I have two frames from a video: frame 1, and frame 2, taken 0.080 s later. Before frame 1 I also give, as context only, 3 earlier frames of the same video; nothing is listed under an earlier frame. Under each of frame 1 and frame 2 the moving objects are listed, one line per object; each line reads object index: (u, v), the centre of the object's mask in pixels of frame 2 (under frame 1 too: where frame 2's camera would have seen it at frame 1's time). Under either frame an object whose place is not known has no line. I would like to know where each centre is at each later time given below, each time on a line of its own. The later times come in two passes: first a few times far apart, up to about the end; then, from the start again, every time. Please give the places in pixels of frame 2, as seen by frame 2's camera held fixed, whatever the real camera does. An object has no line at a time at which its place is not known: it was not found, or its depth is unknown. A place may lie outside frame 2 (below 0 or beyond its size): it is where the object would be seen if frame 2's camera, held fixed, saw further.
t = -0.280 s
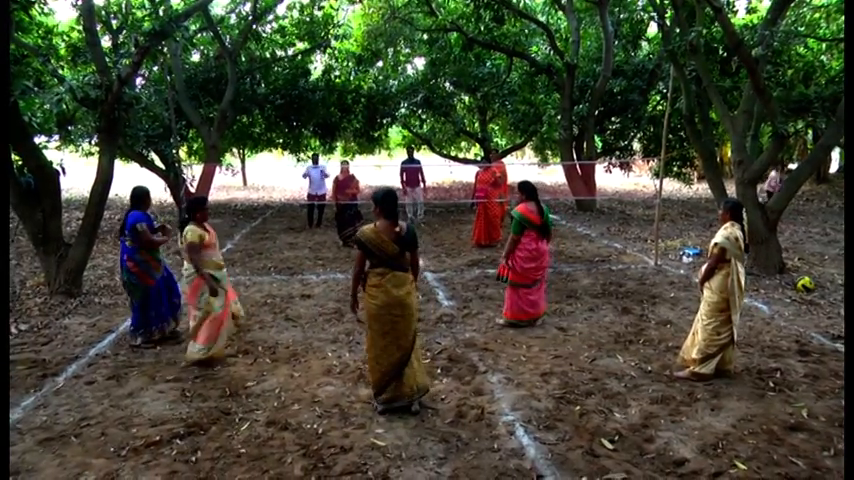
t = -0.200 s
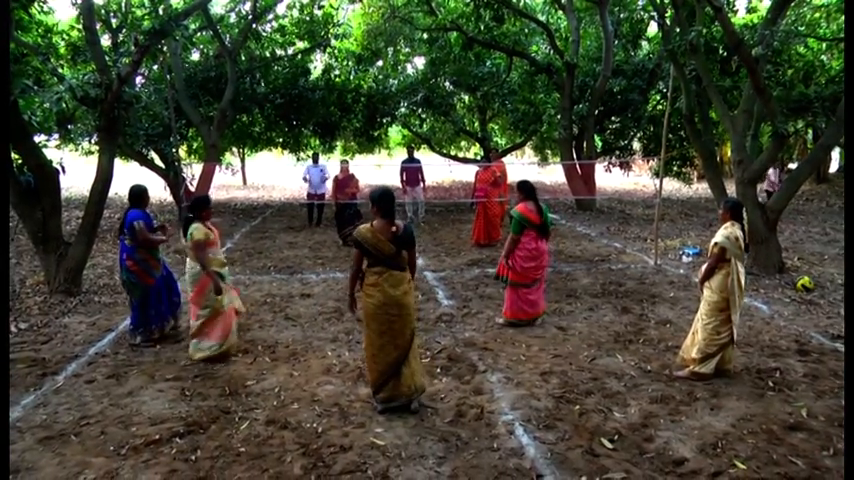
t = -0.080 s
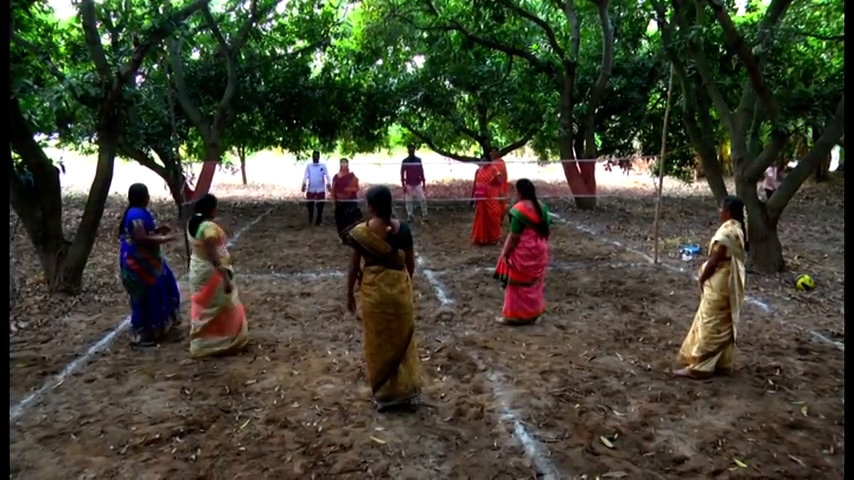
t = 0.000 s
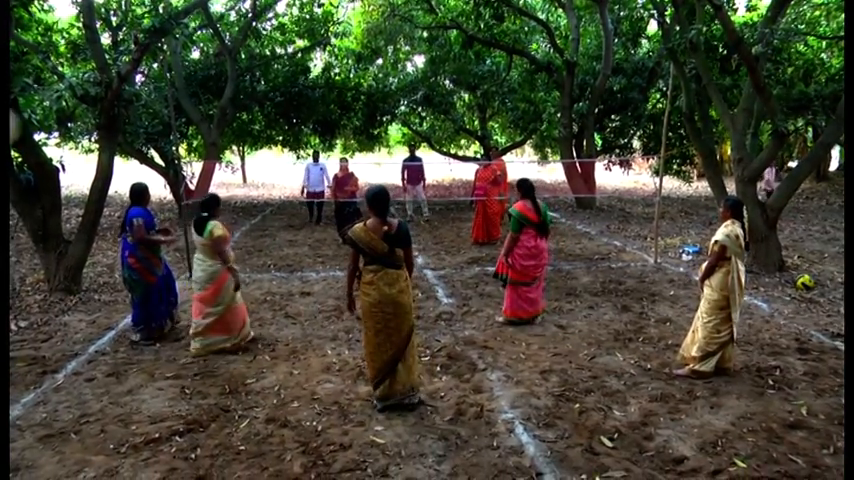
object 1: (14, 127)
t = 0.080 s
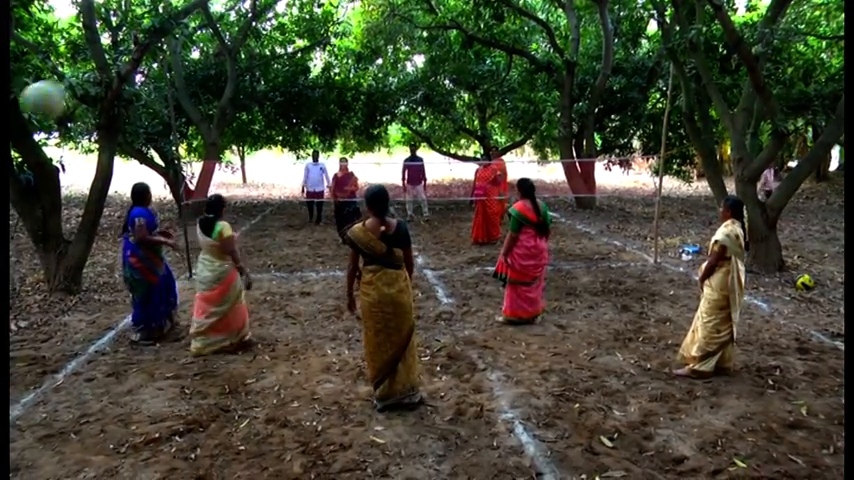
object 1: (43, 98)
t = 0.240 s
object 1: (122, 84)
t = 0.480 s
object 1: (211, 131)
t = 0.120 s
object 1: (65, 91)
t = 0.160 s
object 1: (86, 86)
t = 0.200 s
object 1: (106, 84)
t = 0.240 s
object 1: (122, 84)
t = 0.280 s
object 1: (137, 87)
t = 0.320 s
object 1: (154, 93)
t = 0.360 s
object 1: (170, 100)
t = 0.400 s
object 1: (185, 109)
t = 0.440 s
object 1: (198, 118)
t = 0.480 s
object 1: (211, 131)
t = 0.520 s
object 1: (225, 144)
